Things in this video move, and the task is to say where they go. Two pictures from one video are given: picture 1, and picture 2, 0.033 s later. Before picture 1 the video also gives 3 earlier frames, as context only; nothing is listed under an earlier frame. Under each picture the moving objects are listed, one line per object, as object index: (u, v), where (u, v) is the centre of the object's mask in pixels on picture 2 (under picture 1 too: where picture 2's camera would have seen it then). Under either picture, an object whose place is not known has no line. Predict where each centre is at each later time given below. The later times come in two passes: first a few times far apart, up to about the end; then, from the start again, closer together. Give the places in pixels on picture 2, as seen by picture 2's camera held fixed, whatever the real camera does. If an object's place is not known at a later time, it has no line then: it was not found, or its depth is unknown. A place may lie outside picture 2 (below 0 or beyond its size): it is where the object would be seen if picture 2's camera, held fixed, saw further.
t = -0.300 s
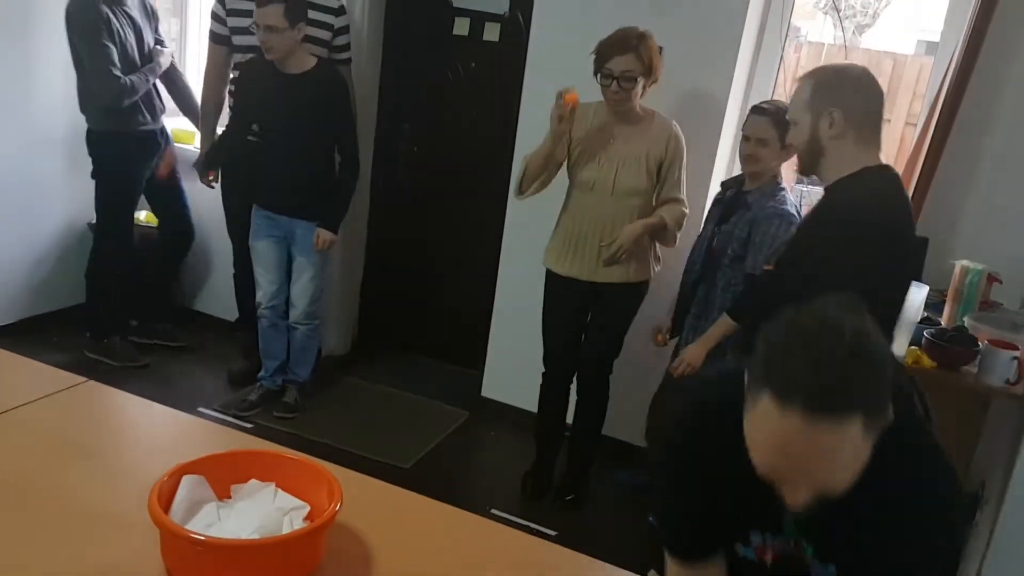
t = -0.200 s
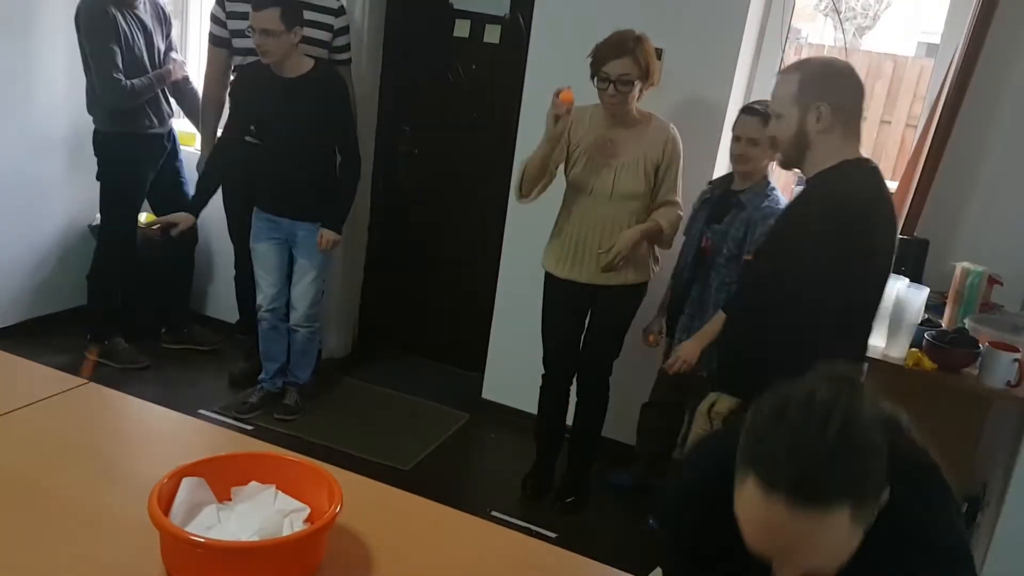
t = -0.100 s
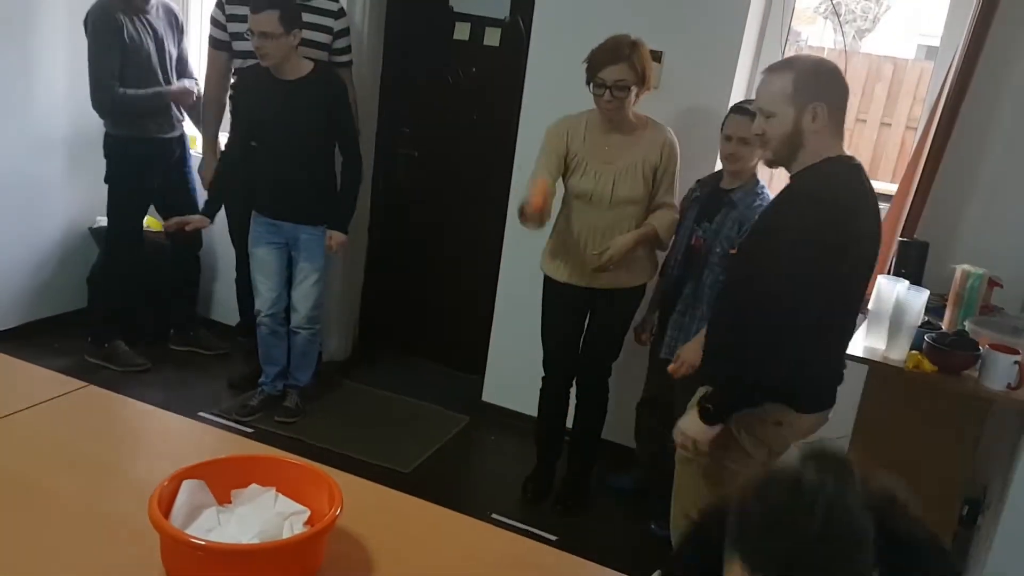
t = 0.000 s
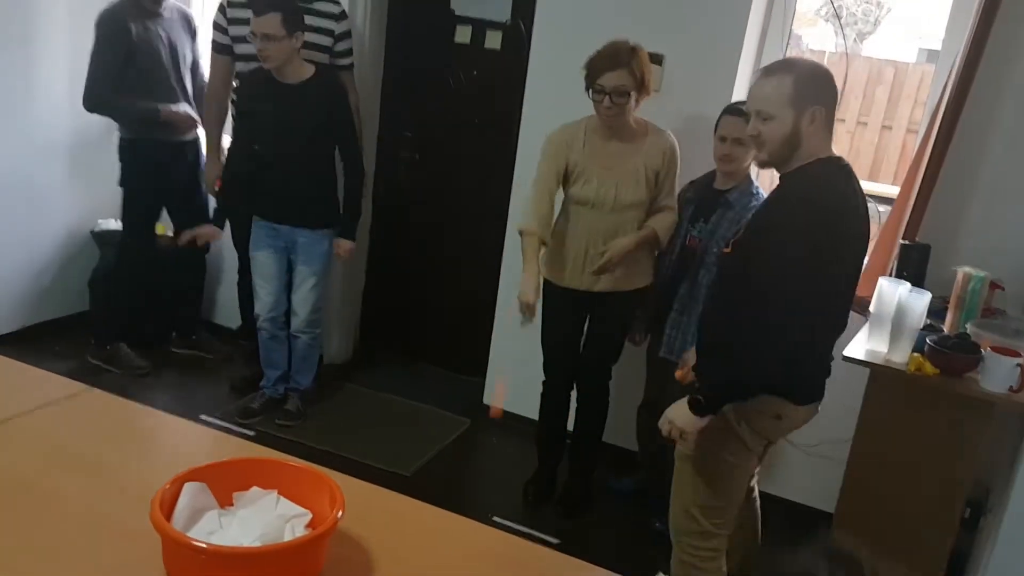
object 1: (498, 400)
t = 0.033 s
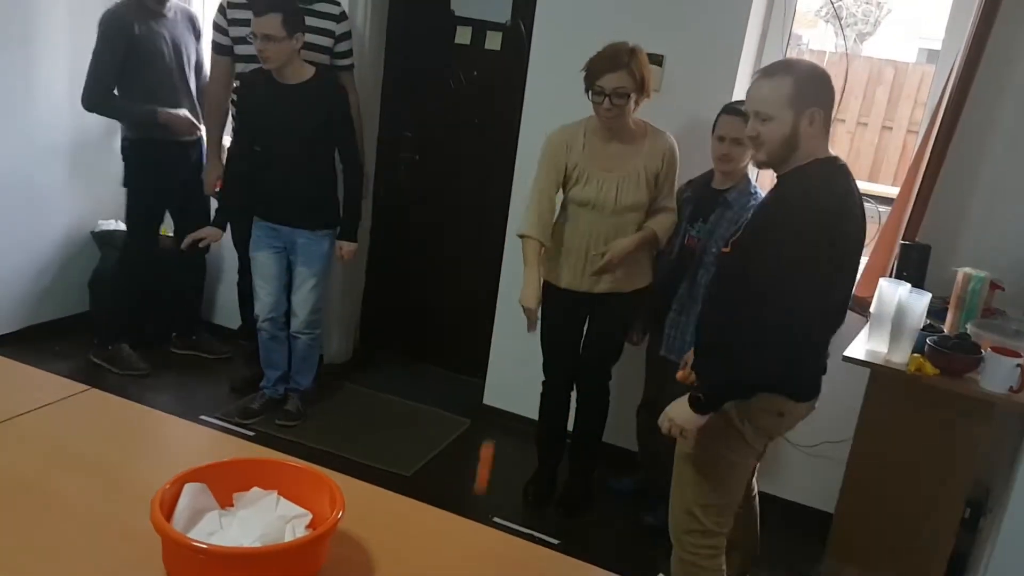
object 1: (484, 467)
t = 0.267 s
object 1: (459, 479)
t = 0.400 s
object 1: (462, 357)
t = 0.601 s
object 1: (448, 298)
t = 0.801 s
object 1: (403, 449)
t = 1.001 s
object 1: (366, 486)
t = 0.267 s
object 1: (459, 479)
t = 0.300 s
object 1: (460, 443)
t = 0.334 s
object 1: (461, 413)
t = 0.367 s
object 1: (462, 384)
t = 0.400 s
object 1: (462, 357)
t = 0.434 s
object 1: (461, 337)
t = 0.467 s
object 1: (460, 320)
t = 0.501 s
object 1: (458, 307)
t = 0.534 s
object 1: (455, 298)
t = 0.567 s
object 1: (452, 295)
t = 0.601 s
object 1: (448, 298)
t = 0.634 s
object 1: (442, 306)
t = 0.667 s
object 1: (436, 321)
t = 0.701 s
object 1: (429, 342)
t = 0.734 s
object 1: (422, 370)
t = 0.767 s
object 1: (413, 406)
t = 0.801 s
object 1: (403, 449)
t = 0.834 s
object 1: (394, 495)
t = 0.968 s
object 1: (370, 506)
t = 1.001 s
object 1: (366, 486)
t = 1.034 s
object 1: (362, 469)
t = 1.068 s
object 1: (355, 461)
